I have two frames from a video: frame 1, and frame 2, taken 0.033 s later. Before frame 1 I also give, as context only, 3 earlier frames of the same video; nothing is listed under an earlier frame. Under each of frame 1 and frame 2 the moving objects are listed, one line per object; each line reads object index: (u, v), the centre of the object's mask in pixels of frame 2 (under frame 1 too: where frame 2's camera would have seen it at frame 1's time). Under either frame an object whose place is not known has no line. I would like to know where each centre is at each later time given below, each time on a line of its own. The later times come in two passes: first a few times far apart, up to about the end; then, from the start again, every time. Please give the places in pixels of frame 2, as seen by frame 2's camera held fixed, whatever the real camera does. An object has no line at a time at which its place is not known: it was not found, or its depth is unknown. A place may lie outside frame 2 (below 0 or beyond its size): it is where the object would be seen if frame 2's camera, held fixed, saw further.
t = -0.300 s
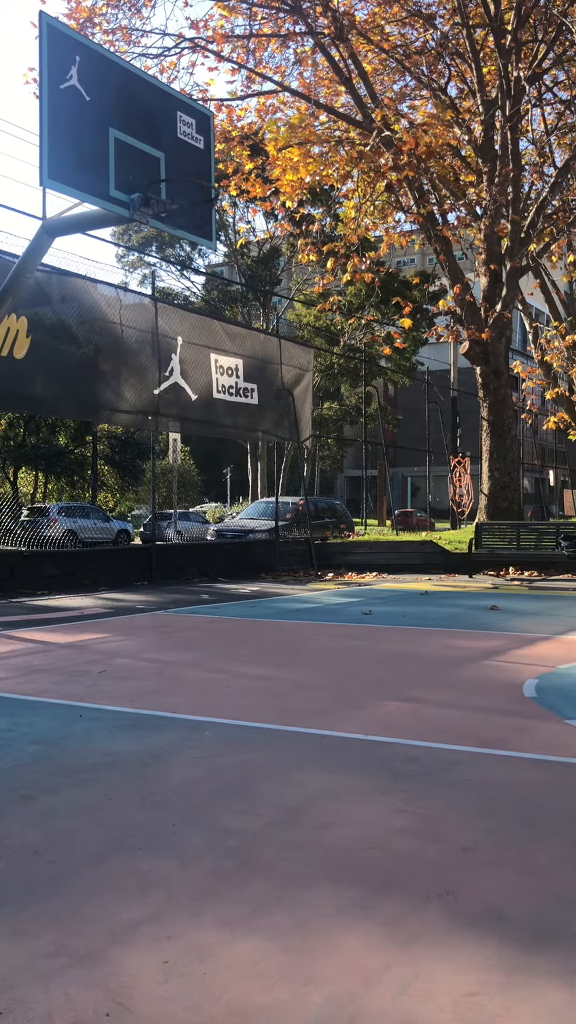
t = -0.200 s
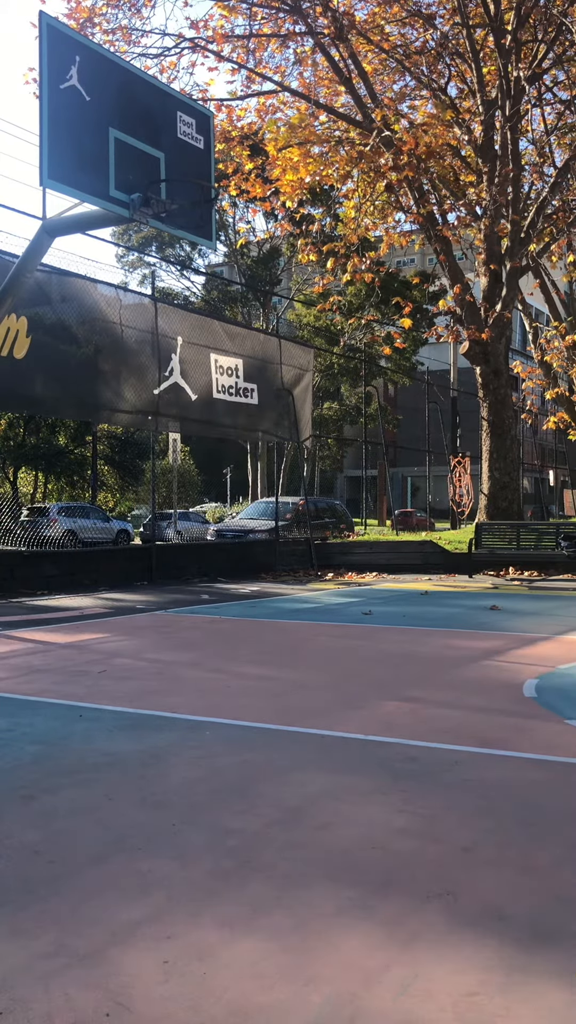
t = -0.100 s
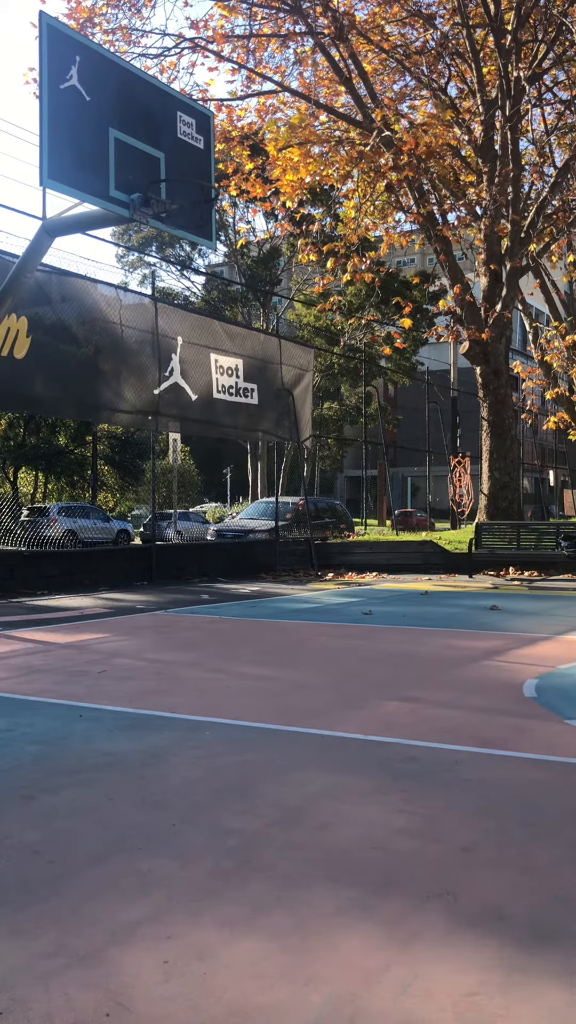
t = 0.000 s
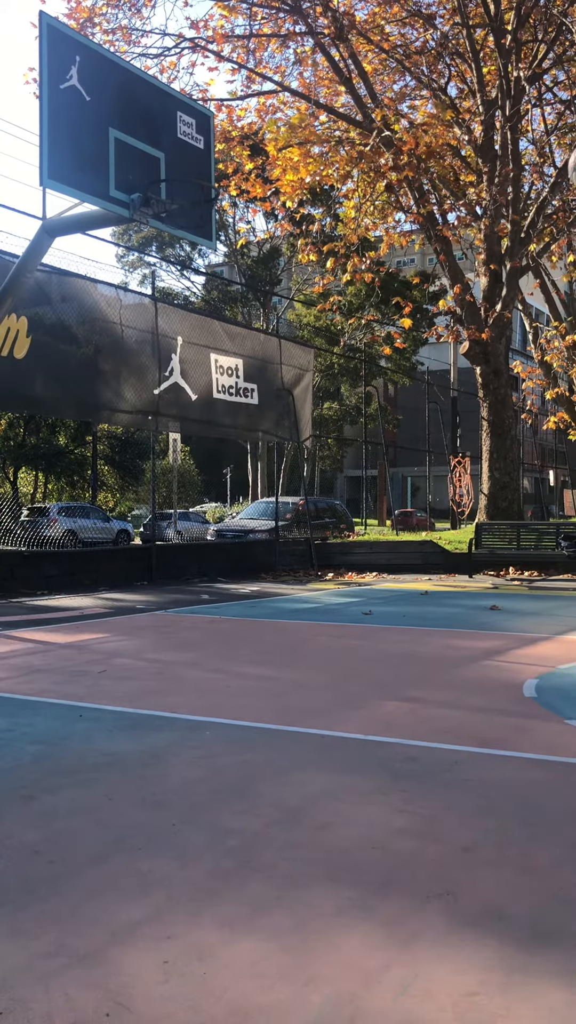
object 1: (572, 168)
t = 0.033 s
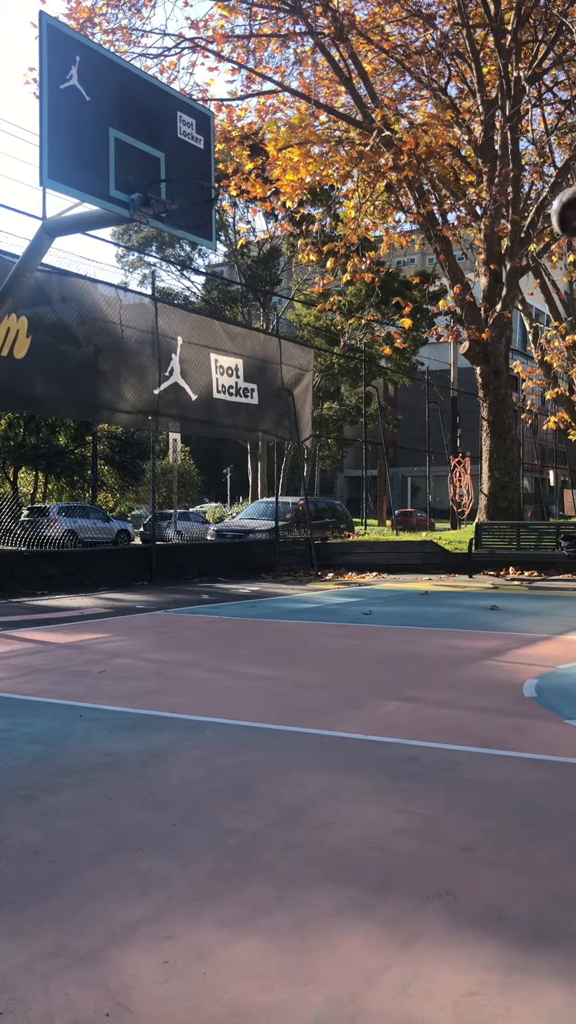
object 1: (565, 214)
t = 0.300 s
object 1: (447, 629)
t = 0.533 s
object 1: (396, 414)
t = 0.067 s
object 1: (556, 261)
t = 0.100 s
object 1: (542, 309)
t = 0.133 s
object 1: (525, 360)
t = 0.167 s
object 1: (510, 412)
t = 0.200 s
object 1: (493, 464)
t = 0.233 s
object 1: (477, 518)
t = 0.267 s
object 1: (462, 573)
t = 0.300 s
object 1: (447, 629)
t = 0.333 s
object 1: (436, 643)
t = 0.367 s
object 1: (429, 598)
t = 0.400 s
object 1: (424, 555)
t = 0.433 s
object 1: (414, 516)
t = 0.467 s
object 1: (408, 480)
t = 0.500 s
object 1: (403, 445)
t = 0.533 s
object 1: (396, 414)
